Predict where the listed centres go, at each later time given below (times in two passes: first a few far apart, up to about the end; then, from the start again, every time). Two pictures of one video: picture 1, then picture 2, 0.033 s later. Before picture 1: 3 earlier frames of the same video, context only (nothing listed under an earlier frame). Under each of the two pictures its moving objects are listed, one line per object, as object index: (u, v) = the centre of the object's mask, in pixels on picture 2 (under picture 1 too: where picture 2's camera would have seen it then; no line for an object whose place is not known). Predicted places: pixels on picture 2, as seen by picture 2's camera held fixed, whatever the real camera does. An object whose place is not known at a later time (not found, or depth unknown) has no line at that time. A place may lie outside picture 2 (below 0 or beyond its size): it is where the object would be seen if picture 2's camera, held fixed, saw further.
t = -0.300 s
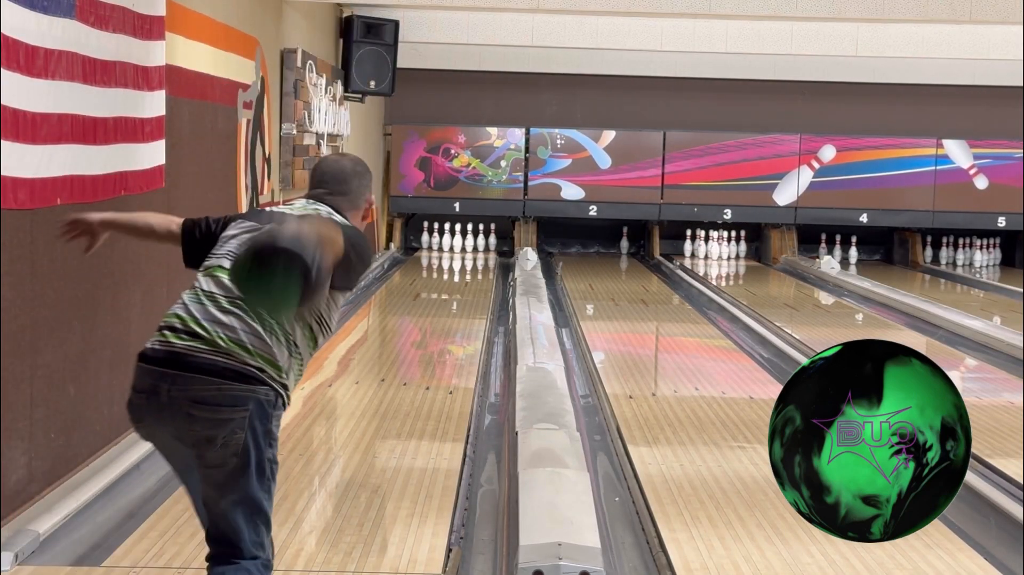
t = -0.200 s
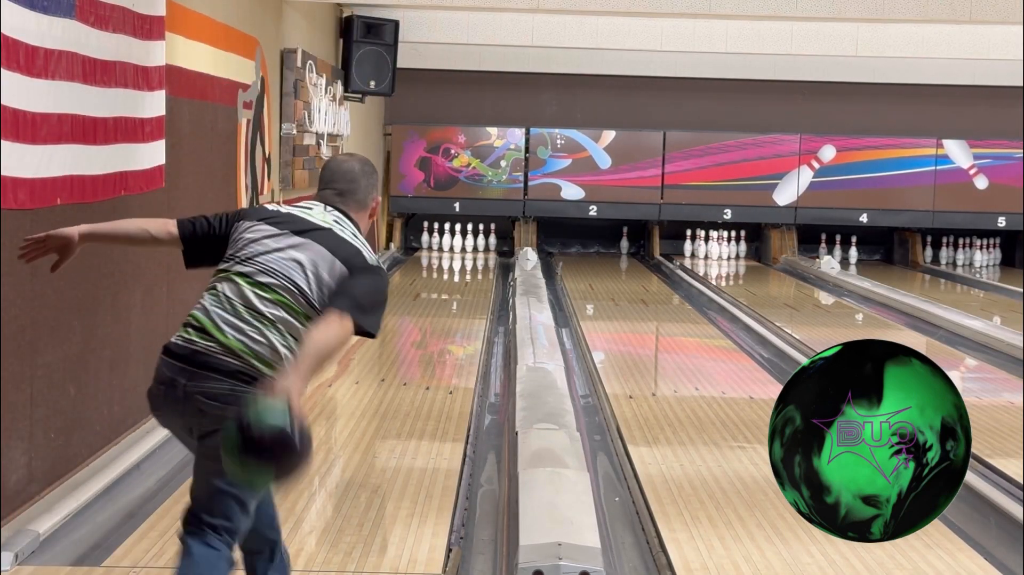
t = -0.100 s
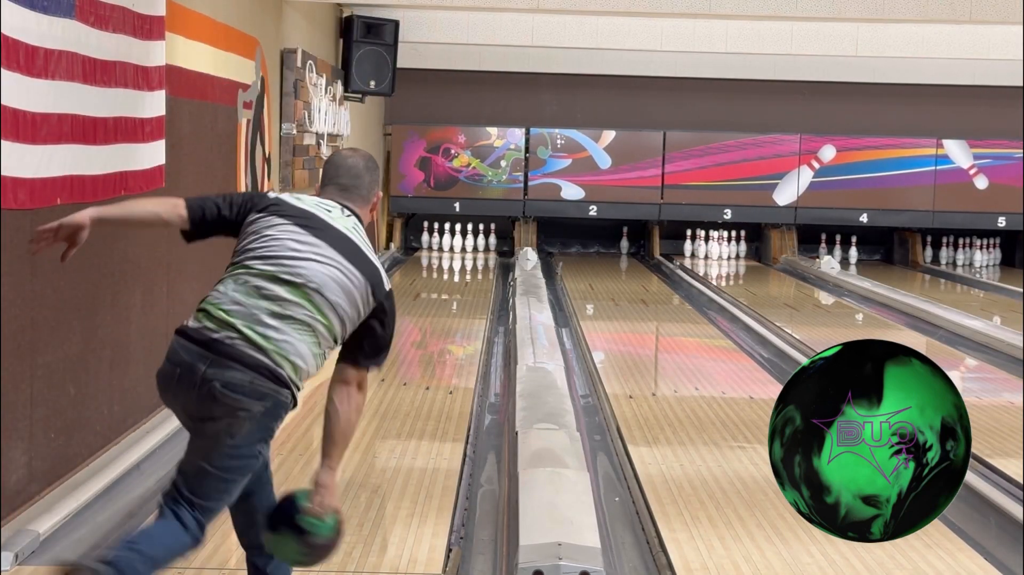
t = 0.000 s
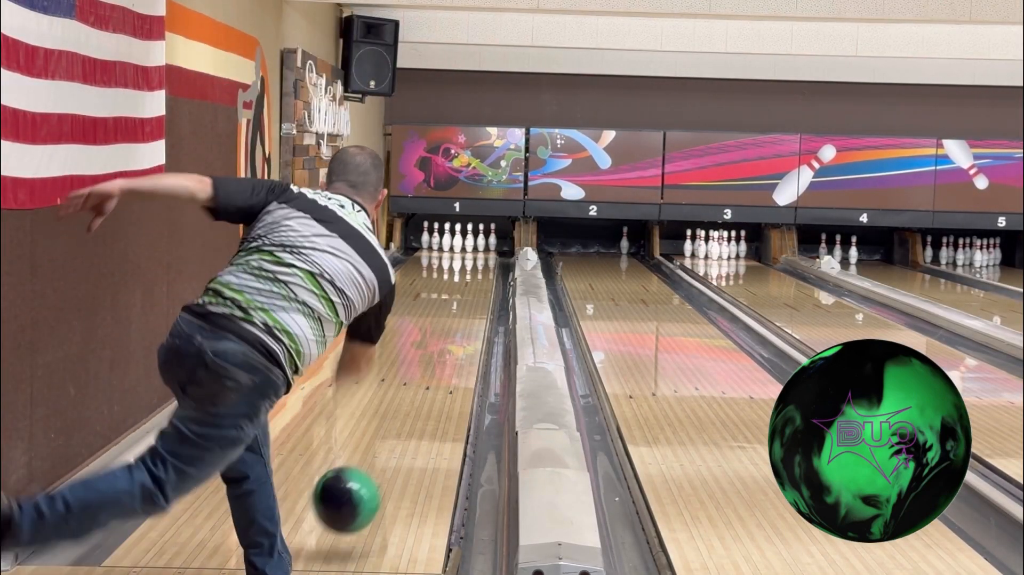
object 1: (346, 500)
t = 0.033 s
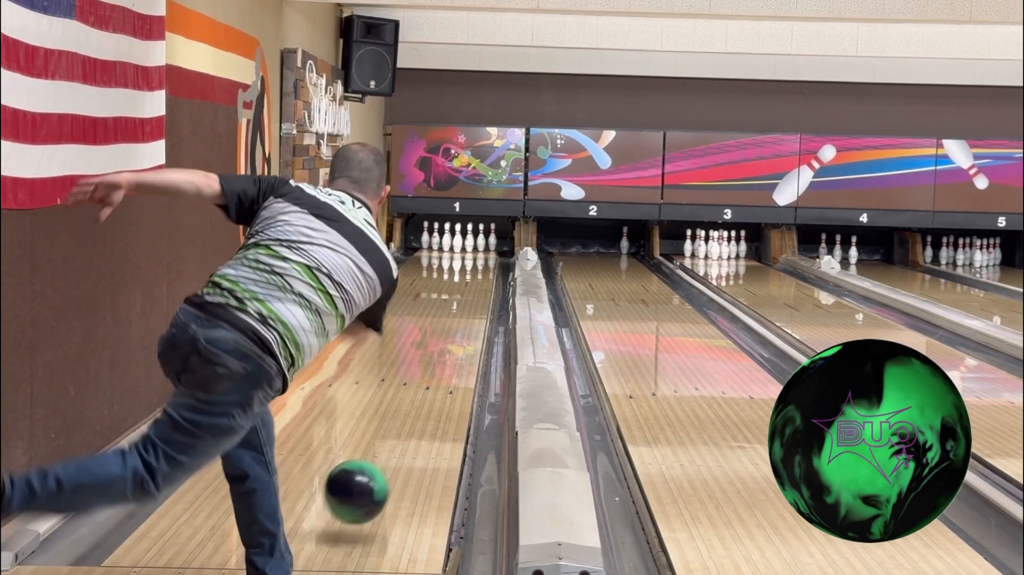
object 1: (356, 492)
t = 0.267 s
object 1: (408, 430)
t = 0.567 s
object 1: (446, 367)
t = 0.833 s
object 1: (465, 332)
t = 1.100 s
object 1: (475, 307)
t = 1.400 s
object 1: (481, 287)
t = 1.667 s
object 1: (481, 274)
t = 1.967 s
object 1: (477, 262)
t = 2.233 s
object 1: (470, 254)
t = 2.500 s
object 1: (460, 246)
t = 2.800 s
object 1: (450, 241)
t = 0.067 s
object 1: (366, 488)
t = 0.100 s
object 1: (374, 483)
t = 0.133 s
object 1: (382, 468)
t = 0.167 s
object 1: (389, 456)
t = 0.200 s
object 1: (396, 448)
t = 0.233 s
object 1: (403, 438)
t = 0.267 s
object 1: (408, 430)
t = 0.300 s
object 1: (414, 421)
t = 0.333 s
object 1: (419, 413)
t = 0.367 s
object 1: (424, 405)
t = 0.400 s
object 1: (428, 398)
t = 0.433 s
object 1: (432, 391)
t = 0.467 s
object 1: (436, 384)
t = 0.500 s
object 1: (439, 378)
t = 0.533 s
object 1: (443, 372)
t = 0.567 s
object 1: (446, 367)
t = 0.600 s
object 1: (449, 362)
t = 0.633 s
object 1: (452, 357)
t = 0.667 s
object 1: (454, 352)
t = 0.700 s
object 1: (457, 348)
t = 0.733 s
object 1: (459, 344)
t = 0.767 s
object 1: (461, 340)
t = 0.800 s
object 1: (463, 336)
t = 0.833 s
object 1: (465, 332)
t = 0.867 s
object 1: (467, 328)
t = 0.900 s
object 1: (468, 325)
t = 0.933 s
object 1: (469, 322)
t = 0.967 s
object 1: (471, 319)
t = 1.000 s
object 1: (472, 316)
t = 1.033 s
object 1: (473, 313)
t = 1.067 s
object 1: (475, 310)
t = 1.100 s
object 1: (475, 307)
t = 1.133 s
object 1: (476, 305)
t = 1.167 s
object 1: (477, 302)
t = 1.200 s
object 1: (478, 300)
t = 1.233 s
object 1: (478, 298)
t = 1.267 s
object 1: (479, 295)
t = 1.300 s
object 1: (480, 293)
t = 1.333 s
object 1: (480, 291)
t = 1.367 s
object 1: (481, 289)
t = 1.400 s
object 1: (481, 287)
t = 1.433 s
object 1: (481, 285)
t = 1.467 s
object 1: (481, 284)
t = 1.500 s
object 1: (482, 282)
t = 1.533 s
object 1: (483, 280)
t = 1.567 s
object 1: (481, 279)
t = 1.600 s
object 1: (481, 276)
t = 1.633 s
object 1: (481, 275)
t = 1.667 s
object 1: (481, 274)
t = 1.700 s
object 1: (481, 272)
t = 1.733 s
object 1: (480, 271)
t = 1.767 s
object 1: (480, 269)
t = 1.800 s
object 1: (479, 268)
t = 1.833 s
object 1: (479, 267)
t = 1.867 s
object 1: (479, 265)
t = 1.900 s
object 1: (478, 264)
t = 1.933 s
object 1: (477, 263)
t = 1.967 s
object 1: (477, 262)
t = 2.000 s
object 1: (476, 260)
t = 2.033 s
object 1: (475, 260)
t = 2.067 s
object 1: (474, 258)
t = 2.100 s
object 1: (474, 257)
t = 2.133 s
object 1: (472, 256)
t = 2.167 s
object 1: (472, 255)
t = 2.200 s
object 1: (471, 255)
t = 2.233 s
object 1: (470, 254)
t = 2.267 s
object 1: (469, 252)
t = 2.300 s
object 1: (469, 252)
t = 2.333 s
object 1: (468, 251)
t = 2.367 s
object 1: (466, 250)
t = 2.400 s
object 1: (465, 249)
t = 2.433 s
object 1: (464, 248)
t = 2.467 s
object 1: (462, 247)
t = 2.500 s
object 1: (460, 246)
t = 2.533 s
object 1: (459, 245)
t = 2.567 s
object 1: (460, 245)
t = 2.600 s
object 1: (459, 243)
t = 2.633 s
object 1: (458, 243)
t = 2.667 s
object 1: (458, 243)
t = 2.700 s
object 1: (456, 244)
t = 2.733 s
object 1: (452, 241)
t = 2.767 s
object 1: (451, 242)
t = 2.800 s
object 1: (450, 241)
